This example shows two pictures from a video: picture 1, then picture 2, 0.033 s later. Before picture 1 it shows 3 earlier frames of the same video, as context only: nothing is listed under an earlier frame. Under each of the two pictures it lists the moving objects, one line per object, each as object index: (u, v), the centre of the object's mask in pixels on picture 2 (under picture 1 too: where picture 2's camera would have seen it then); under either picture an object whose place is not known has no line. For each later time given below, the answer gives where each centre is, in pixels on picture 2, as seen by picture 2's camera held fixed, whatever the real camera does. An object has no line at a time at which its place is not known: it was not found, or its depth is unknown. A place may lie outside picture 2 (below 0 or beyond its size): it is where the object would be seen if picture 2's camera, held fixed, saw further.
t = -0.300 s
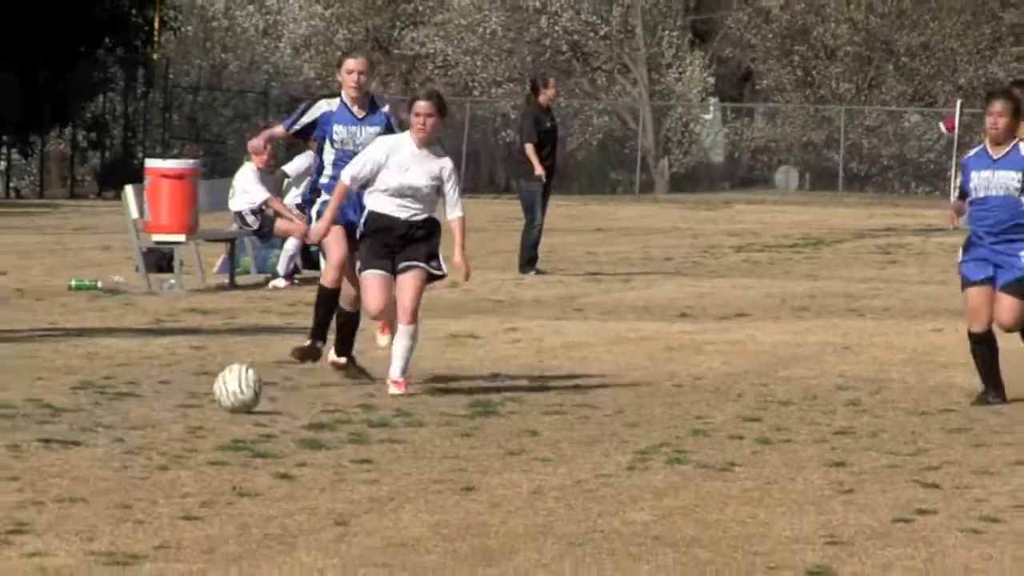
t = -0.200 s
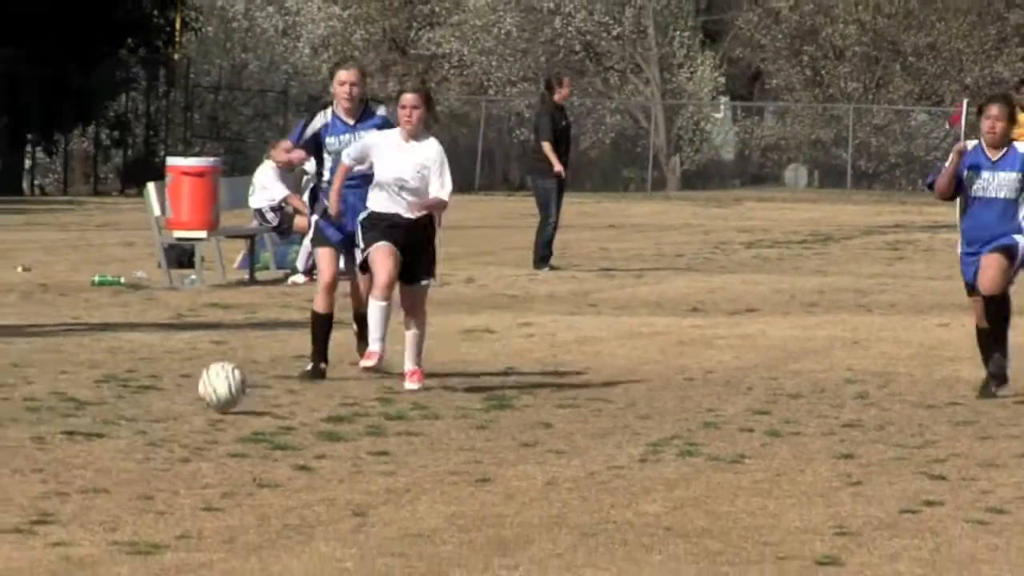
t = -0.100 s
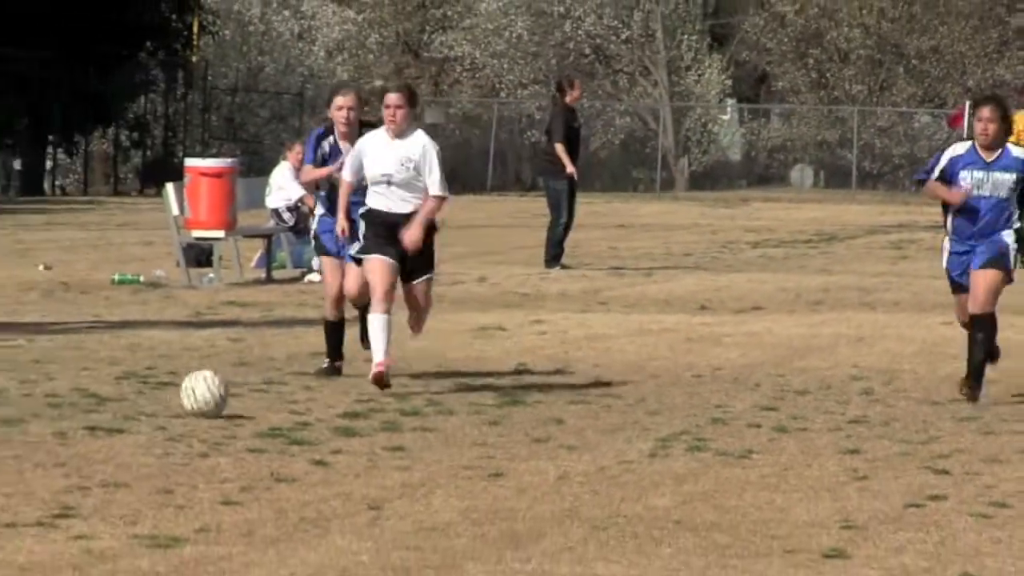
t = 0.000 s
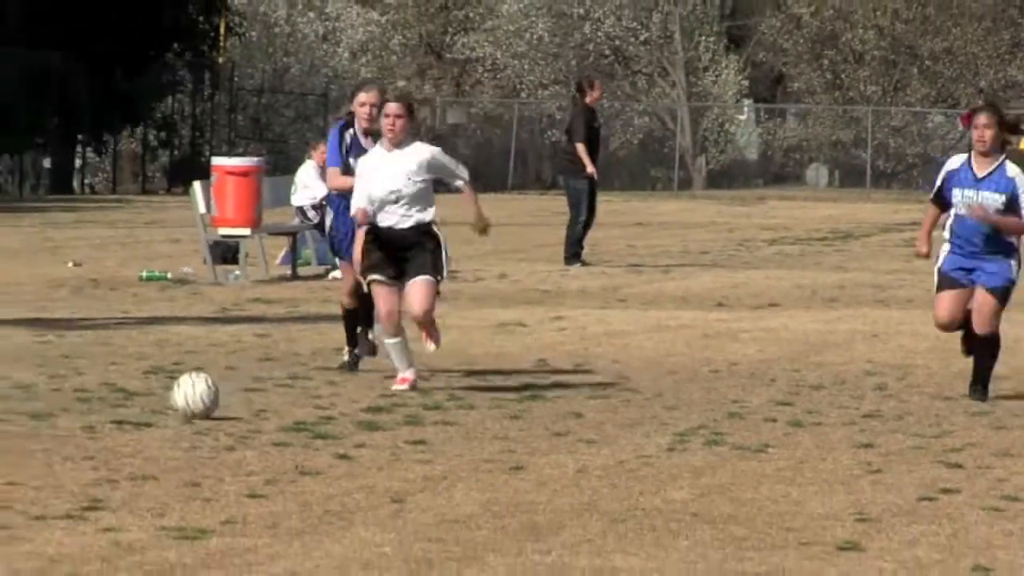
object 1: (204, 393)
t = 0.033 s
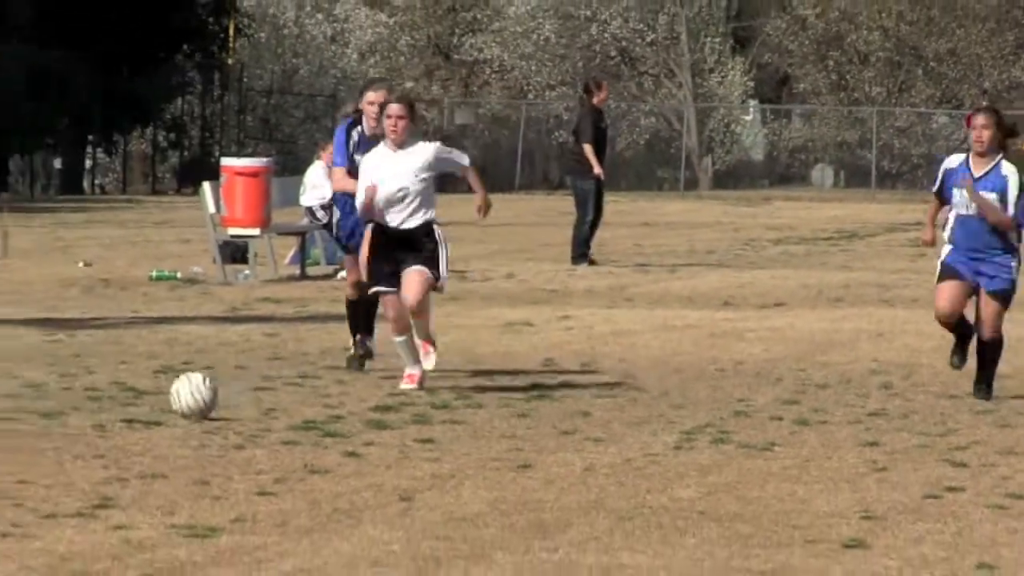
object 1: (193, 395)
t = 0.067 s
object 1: (182, 395)
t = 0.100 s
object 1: (171, 397)
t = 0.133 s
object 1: (159, 400)
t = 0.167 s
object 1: (148, 403)
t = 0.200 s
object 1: (136, 404)
